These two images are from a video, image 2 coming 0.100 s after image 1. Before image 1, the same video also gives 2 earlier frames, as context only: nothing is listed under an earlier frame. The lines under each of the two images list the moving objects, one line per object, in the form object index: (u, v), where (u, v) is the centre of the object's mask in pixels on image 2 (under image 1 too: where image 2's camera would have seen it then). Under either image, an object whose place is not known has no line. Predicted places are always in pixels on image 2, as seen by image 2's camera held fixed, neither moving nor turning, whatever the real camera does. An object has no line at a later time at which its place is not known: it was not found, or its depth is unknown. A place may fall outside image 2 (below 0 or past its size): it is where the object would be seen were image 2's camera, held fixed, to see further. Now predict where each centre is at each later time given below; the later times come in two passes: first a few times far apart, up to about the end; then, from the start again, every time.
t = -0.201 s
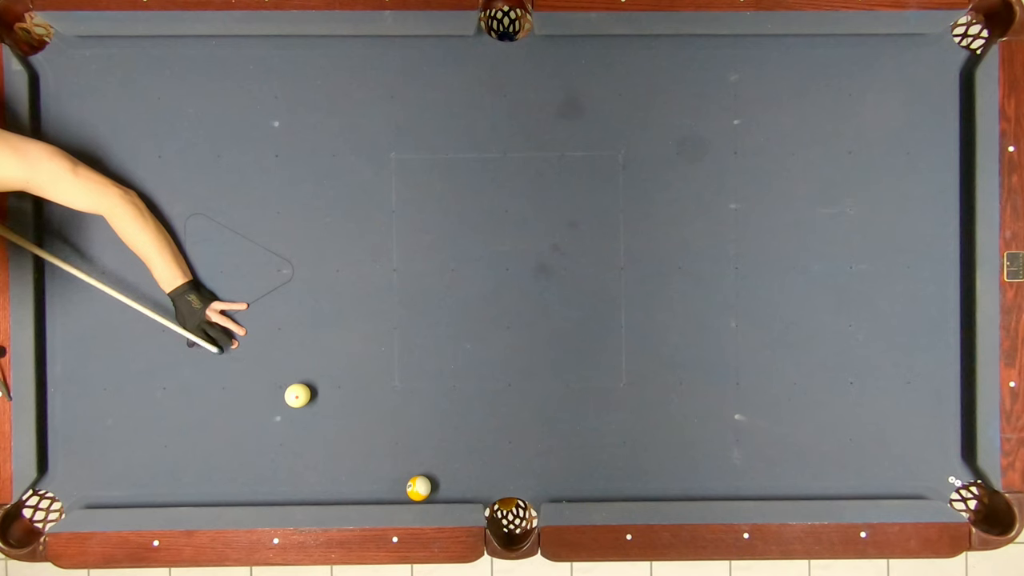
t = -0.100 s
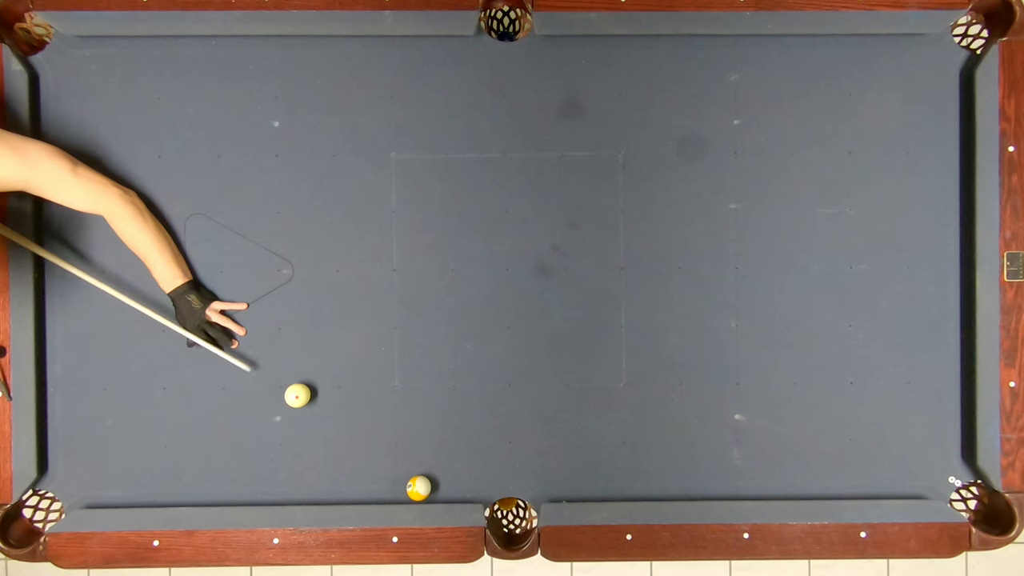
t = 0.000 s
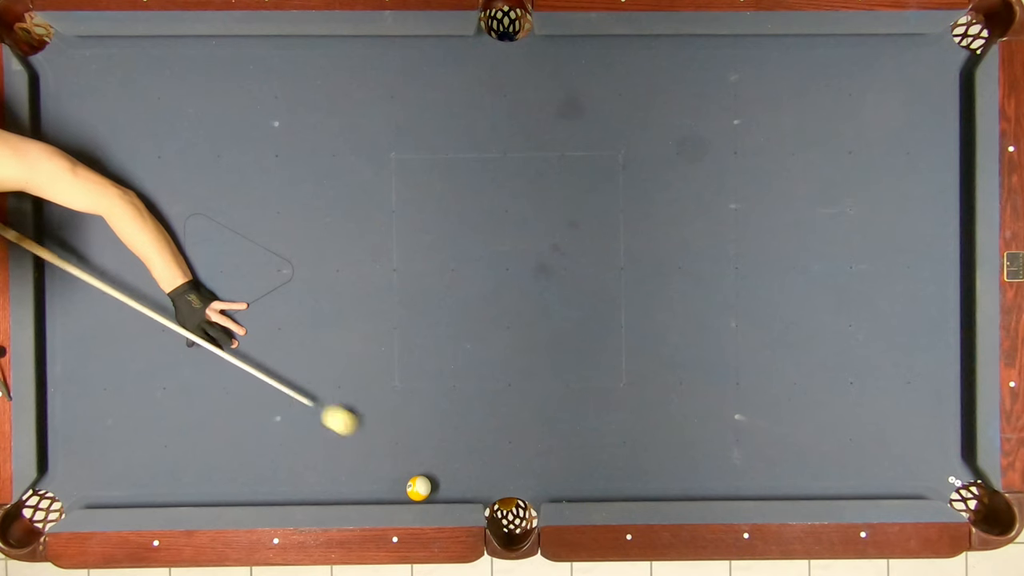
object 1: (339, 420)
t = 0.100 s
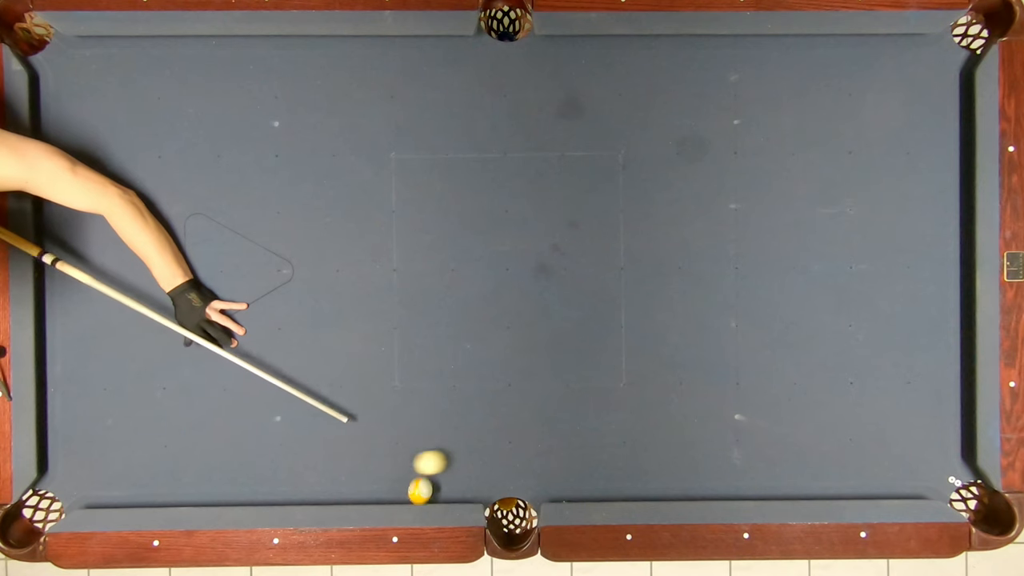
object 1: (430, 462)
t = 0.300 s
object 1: (564, 451)
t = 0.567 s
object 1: (725, 443)
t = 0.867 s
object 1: (900, 434)
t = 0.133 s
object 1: (455, 460)
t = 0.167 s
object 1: (479, 457)
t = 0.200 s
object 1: (502, 455)
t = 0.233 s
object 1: (523, 453)
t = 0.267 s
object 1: (544, 452)
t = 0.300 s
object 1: (564, 451)
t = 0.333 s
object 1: (584, 450)
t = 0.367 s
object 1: (605, 449)
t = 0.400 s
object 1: (625, 448)
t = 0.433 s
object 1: (645, 447)
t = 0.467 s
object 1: (665, 446)
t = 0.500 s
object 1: (685, 445)
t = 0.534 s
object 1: (705, 444)
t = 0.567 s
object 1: (725, 443)
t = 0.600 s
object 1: (744, 442)
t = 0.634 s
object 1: (764, 441)
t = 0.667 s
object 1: (783, 440)
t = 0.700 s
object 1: (803, 439)
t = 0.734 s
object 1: (823, 438)
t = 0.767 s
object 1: (842, 437)
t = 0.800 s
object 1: (861, 436)
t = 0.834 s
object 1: (880, 435)
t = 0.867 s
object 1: (900, 434)
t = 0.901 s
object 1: (919, 433)
